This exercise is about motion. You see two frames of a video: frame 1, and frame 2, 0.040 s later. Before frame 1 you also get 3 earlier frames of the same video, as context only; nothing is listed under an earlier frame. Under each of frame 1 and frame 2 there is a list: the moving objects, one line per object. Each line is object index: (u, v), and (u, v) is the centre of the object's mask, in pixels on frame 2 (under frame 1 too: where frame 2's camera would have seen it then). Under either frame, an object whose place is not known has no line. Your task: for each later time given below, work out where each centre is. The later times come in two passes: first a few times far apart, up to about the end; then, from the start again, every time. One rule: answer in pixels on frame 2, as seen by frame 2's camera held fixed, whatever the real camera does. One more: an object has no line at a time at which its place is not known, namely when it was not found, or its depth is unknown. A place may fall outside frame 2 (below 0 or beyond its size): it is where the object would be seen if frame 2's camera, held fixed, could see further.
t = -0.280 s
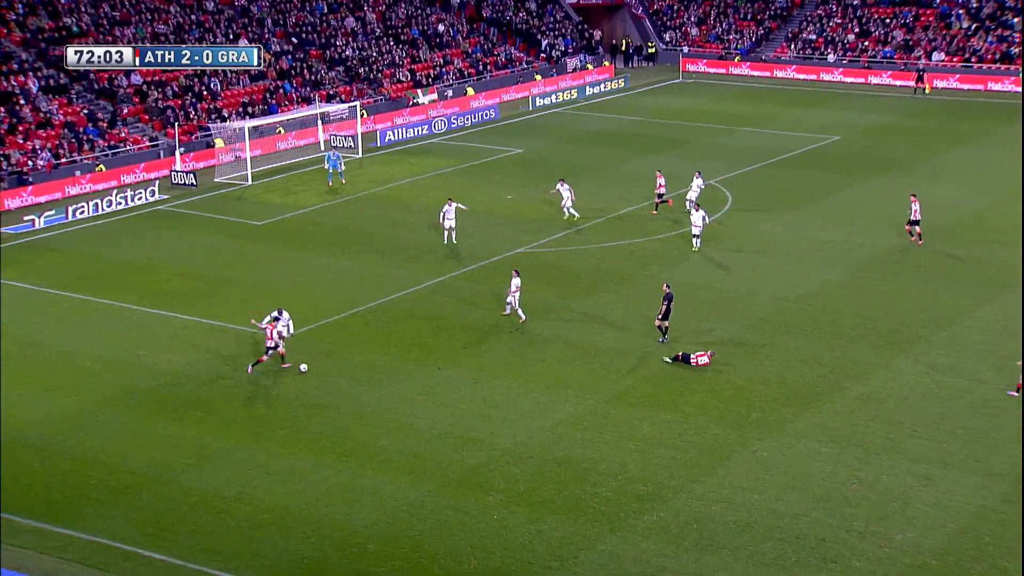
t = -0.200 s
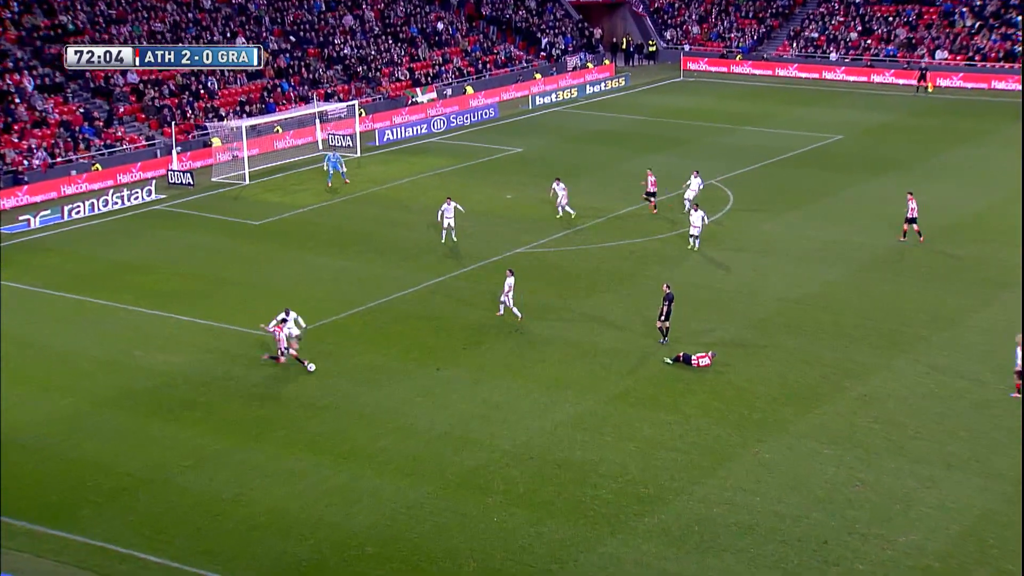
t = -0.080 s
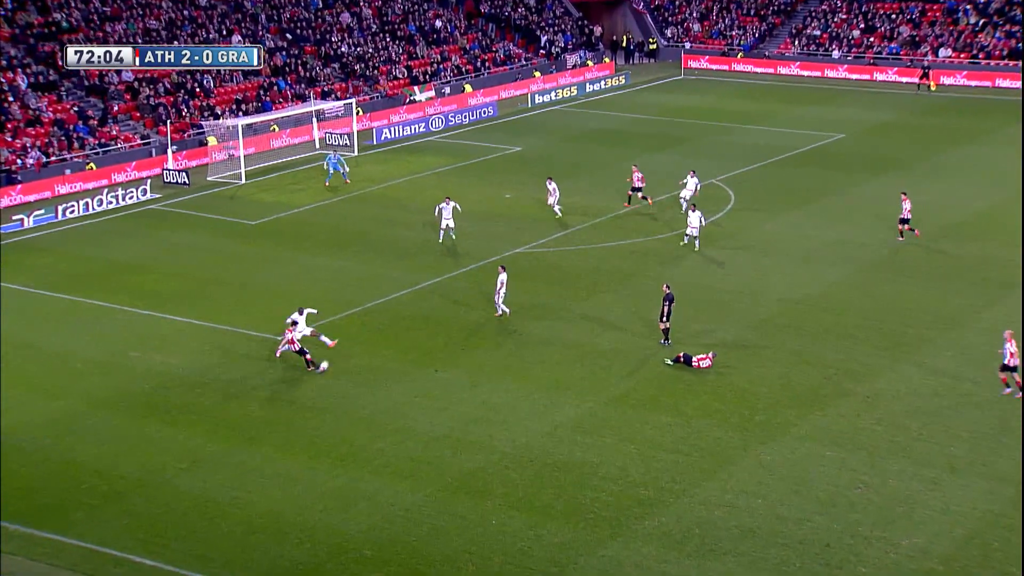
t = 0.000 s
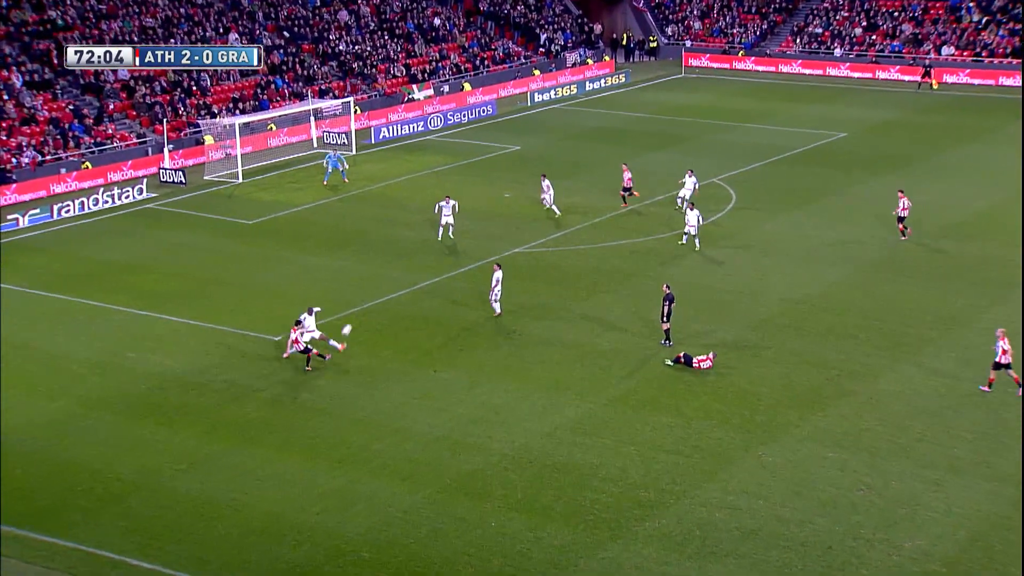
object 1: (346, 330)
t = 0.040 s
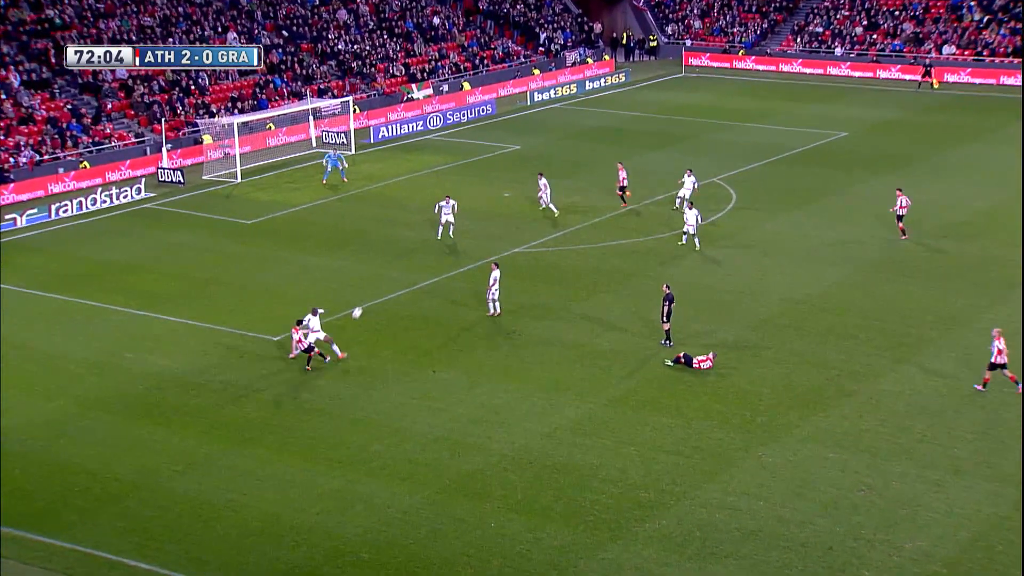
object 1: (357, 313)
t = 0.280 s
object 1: (411, 229)
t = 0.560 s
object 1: (453, 166)
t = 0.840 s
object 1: (480, 133)
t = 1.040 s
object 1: (493, 126)
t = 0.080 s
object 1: (368, 297)
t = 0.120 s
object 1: (377, 281)
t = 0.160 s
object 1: (387, 267)
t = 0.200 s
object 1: (396, 253)
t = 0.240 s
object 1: (404, 241)
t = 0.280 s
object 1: (411, 229)
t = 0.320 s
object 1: (419, 218)
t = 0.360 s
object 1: (426, 207)
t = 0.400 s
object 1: (432, 198)
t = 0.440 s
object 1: (438, 189)
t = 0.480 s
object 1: (443, 181)
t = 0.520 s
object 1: (449, 173)
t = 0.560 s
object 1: (453, 166)
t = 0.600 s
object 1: (458, 159)
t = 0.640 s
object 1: (462, 154)
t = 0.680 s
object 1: (466, 148)
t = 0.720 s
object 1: (470, 143)
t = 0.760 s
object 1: (474, 139)
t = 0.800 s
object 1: (477, 135)
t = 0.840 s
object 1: (480, 133)
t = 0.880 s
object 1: (483, 130)
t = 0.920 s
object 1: (486, 128)
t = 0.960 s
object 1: (489, 127)
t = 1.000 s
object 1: (491, 125)
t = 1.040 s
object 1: (493, 126)
